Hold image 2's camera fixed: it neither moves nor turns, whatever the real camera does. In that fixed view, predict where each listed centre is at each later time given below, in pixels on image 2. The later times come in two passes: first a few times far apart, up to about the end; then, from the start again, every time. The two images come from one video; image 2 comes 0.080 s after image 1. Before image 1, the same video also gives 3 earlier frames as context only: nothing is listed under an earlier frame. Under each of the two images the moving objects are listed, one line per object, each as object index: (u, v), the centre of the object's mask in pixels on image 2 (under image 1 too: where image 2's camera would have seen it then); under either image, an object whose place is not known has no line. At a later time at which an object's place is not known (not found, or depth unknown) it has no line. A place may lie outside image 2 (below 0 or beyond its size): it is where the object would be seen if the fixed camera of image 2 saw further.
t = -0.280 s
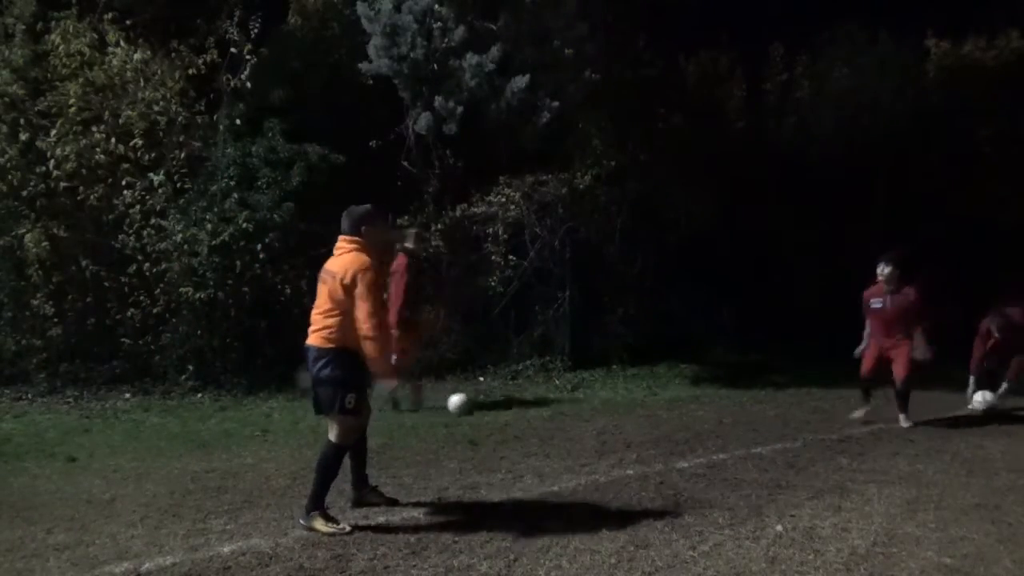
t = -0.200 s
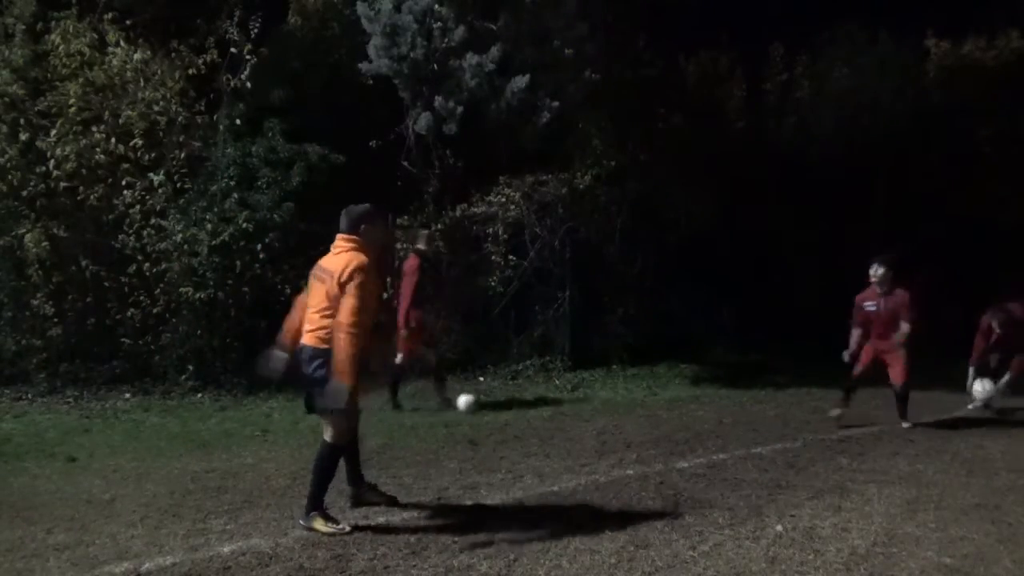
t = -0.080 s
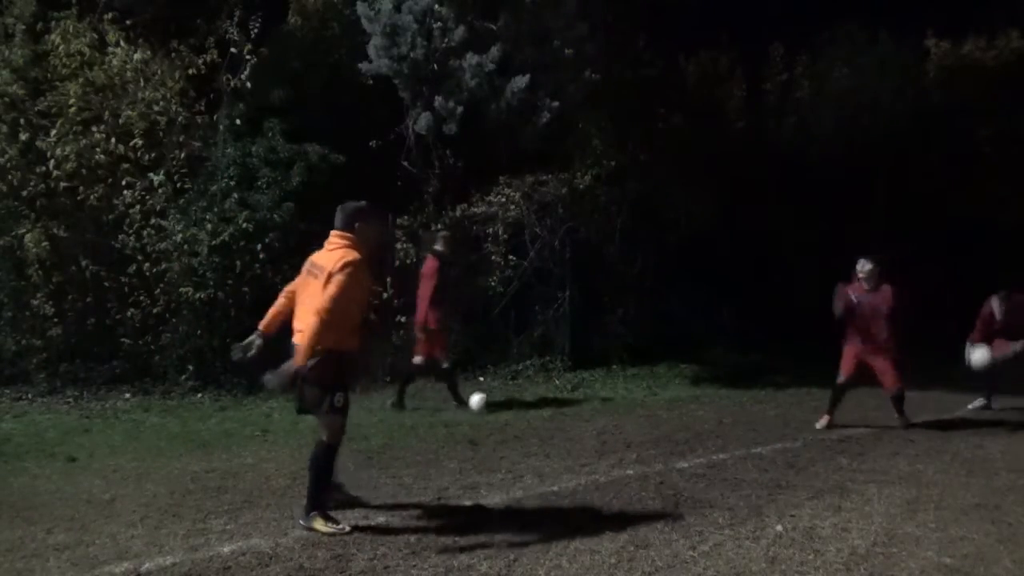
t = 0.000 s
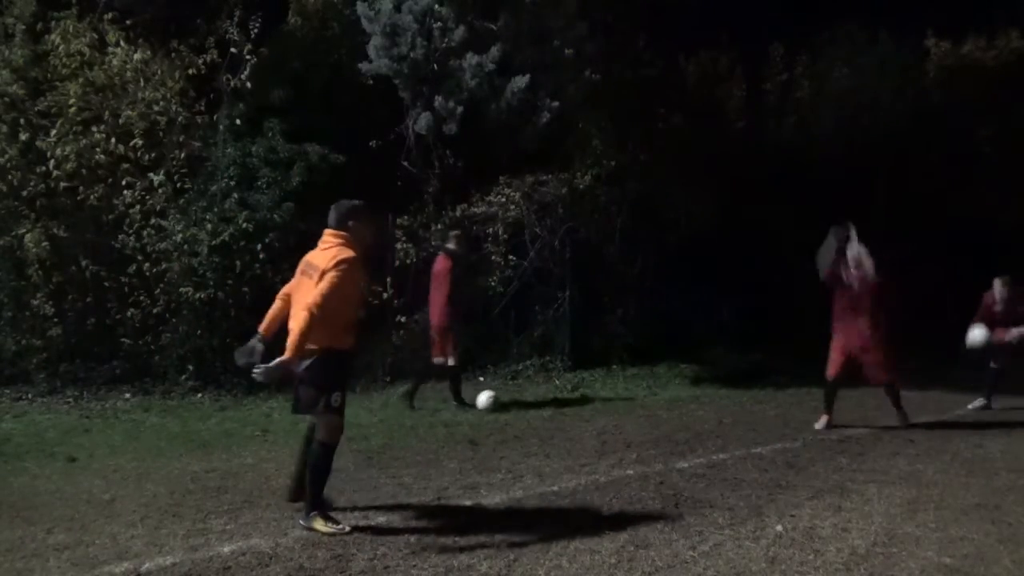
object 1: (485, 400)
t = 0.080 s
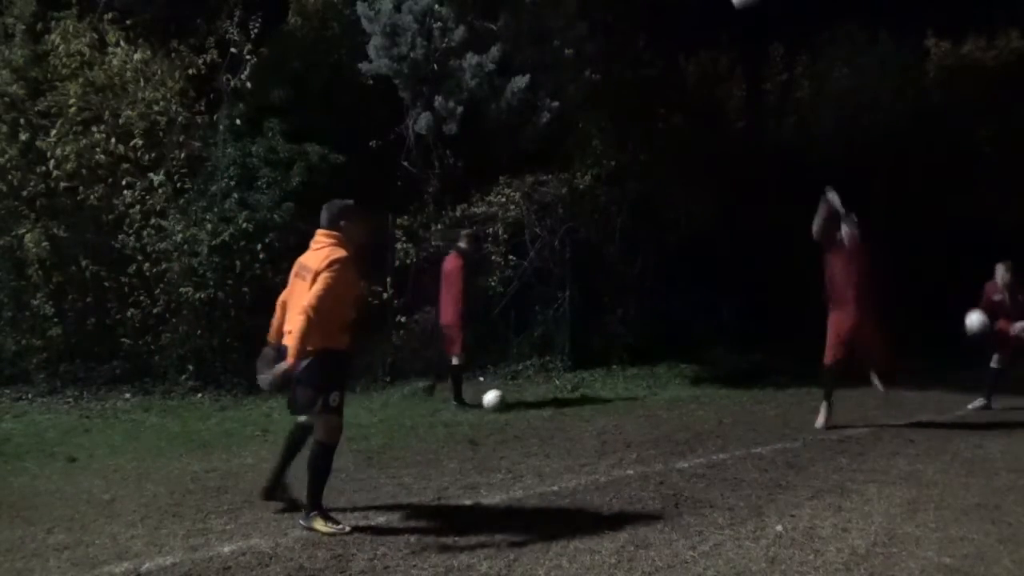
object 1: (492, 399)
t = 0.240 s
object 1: (504, 398)
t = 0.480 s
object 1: (519, 398)
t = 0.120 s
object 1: (495, 399)
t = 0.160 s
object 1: (498, 399)
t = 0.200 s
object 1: (501, 398)
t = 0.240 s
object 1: (504, 398)
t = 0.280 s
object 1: (507, 399)
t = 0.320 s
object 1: (510, 398)
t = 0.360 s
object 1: (513, 398)
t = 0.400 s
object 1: (515, 398)
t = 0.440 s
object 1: (517, 398)
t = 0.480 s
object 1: (519, 398)
